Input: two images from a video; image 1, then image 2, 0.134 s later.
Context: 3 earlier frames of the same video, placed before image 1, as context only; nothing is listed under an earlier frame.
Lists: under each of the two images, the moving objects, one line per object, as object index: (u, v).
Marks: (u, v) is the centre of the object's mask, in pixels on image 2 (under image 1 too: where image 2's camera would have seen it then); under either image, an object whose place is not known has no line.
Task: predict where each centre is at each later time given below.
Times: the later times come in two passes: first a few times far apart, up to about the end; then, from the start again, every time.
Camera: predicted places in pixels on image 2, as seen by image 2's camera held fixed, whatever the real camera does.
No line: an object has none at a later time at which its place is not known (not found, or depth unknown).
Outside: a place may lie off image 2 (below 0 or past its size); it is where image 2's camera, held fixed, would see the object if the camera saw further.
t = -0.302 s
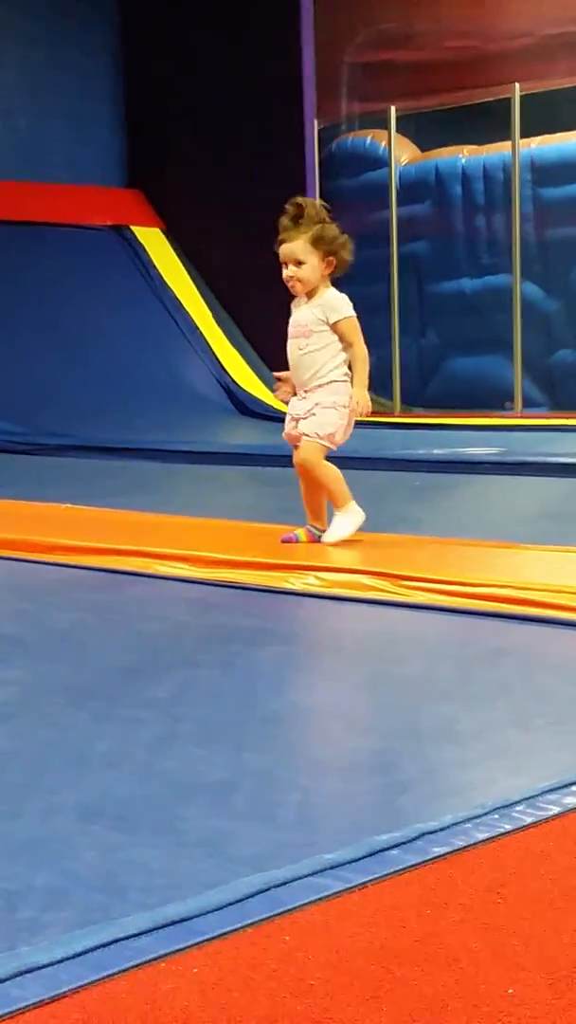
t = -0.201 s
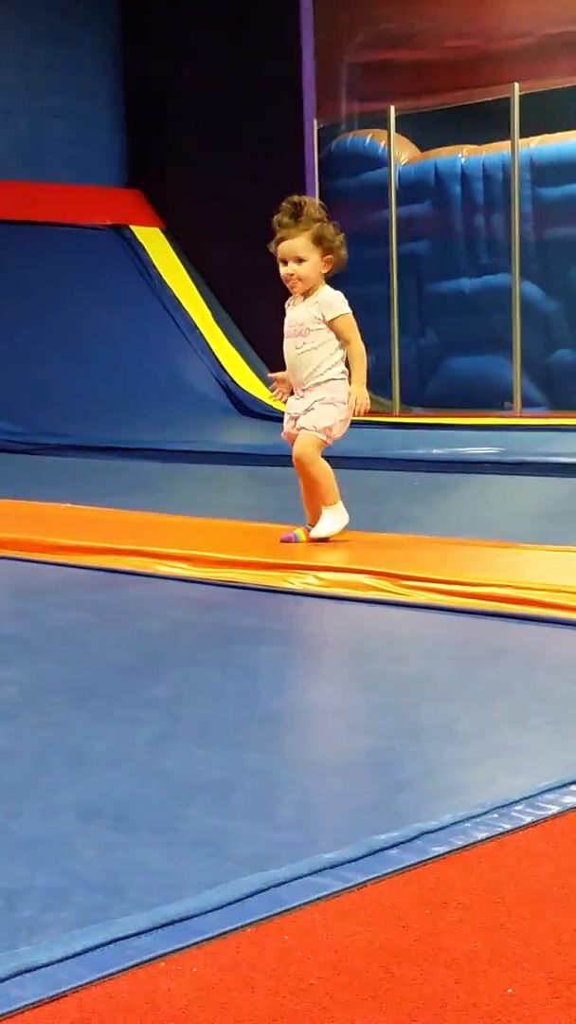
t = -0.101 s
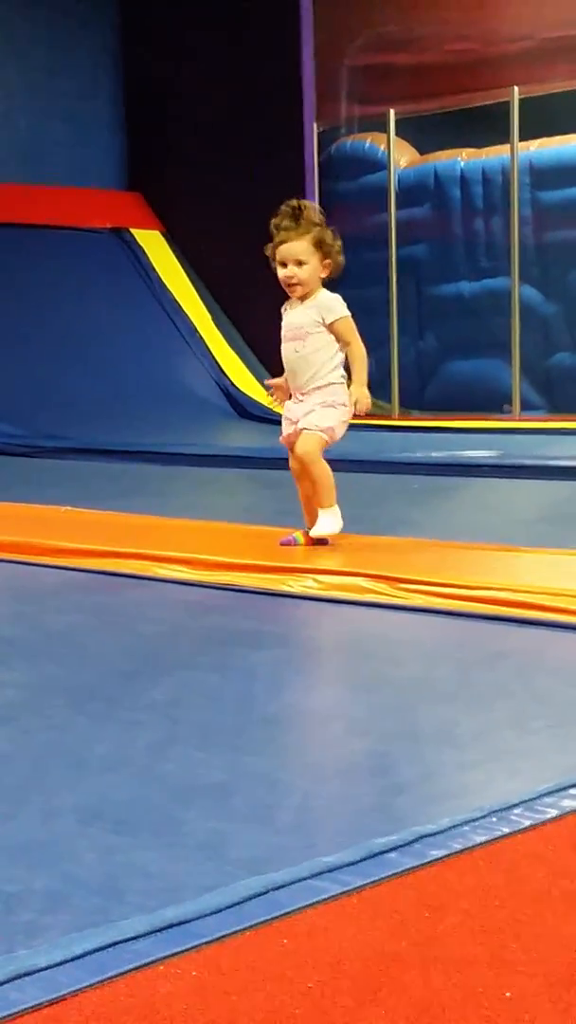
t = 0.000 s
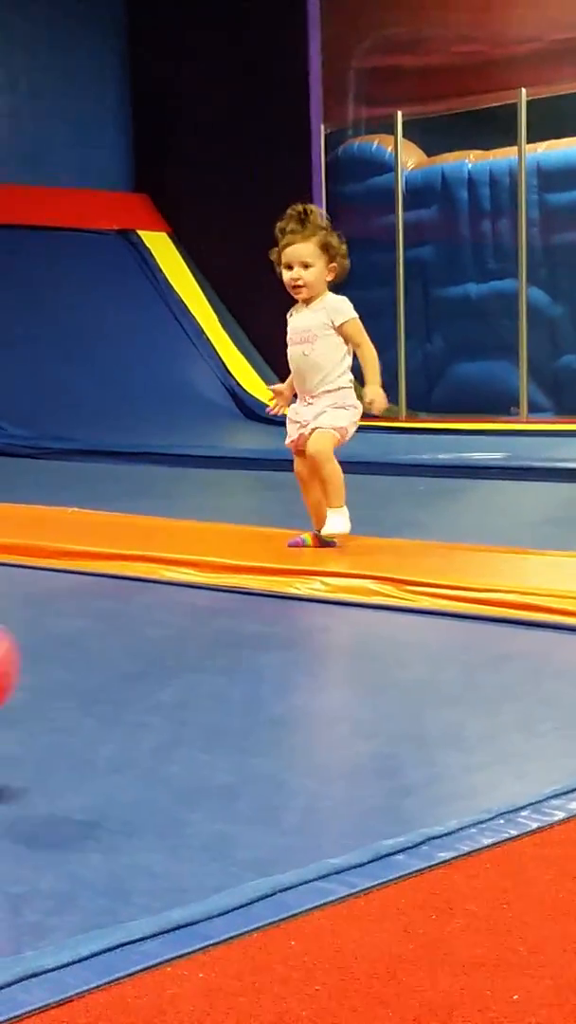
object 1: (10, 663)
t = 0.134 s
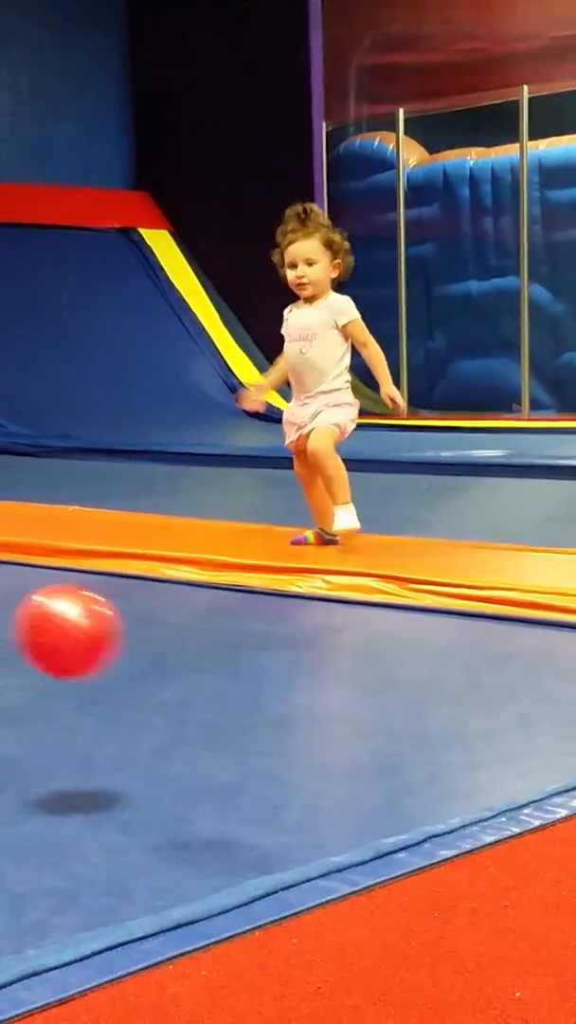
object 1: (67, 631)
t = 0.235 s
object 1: (144, 677)
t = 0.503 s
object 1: (355, 693)
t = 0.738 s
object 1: (457, 705)
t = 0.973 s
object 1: (424, 729)
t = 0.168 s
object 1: (92, 640)
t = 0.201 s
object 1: (118, 655)
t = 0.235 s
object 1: (144, 677)
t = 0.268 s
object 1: (170, 708)
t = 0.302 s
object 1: (197, 748)
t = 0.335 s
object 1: (223, 780)
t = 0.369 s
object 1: (250, 752)
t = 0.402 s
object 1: (276, 725)
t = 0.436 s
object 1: (302, 707)
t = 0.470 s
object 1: (329, 696)
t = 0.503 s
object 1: (355, 693)
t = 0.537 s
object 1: (381, 698)
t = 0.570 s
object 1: (406, 710)
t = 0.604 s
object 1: (433, 730)
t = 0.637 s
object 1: (459, 756)
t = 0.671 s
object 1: (470, 751)
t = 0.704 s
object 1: (463, 723)
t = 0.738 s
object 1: (457, 705)
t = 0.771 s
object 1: (450, 696)
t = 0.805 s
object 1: (445, 694)
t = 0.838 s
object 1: (440, 700)
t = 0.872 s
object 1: (434, 712)
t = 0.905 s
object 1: (430, 732)
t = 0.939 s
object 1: (425, 757)
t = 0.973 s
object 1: (424, 729)
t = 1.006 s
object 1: (424, 704)
